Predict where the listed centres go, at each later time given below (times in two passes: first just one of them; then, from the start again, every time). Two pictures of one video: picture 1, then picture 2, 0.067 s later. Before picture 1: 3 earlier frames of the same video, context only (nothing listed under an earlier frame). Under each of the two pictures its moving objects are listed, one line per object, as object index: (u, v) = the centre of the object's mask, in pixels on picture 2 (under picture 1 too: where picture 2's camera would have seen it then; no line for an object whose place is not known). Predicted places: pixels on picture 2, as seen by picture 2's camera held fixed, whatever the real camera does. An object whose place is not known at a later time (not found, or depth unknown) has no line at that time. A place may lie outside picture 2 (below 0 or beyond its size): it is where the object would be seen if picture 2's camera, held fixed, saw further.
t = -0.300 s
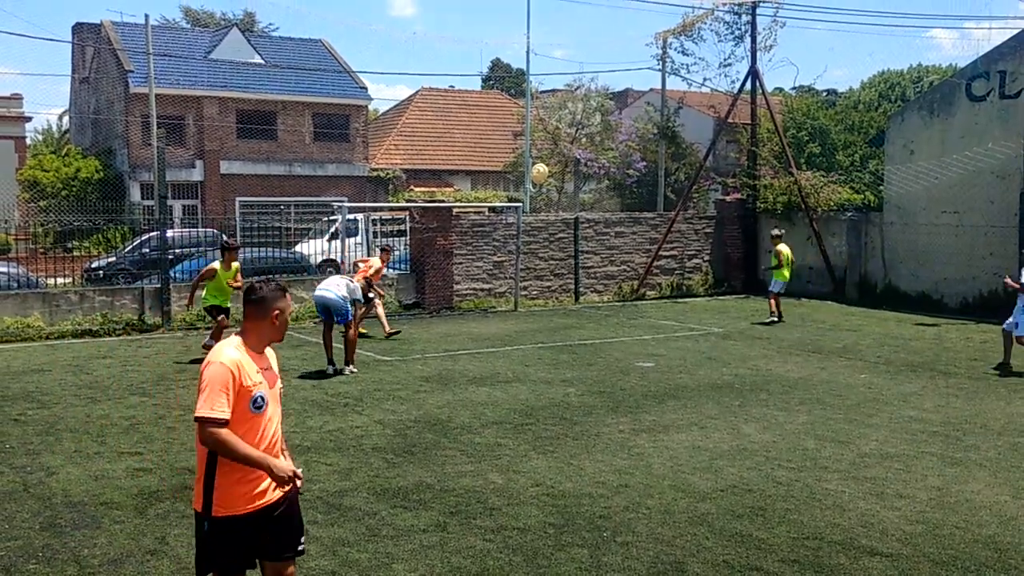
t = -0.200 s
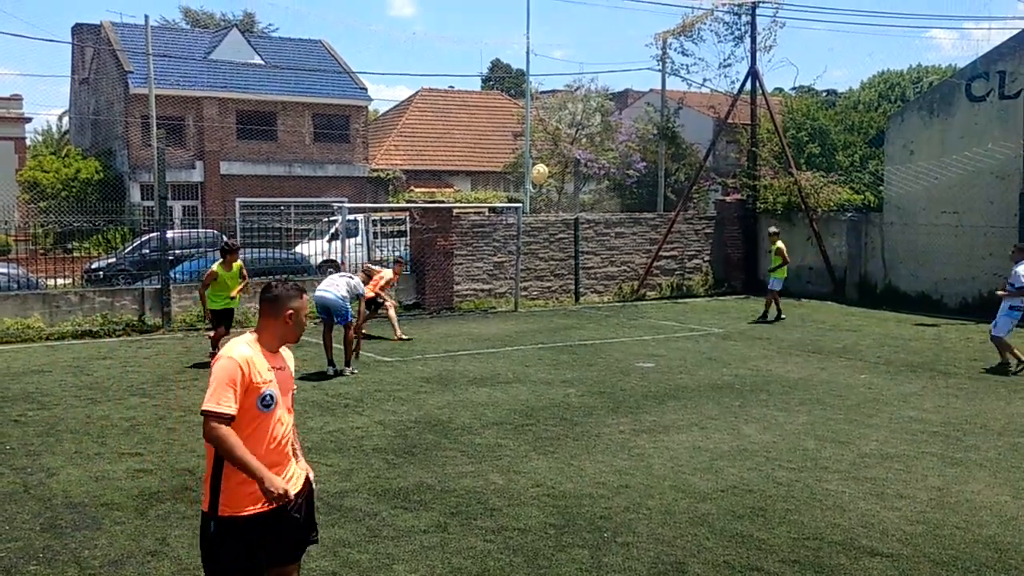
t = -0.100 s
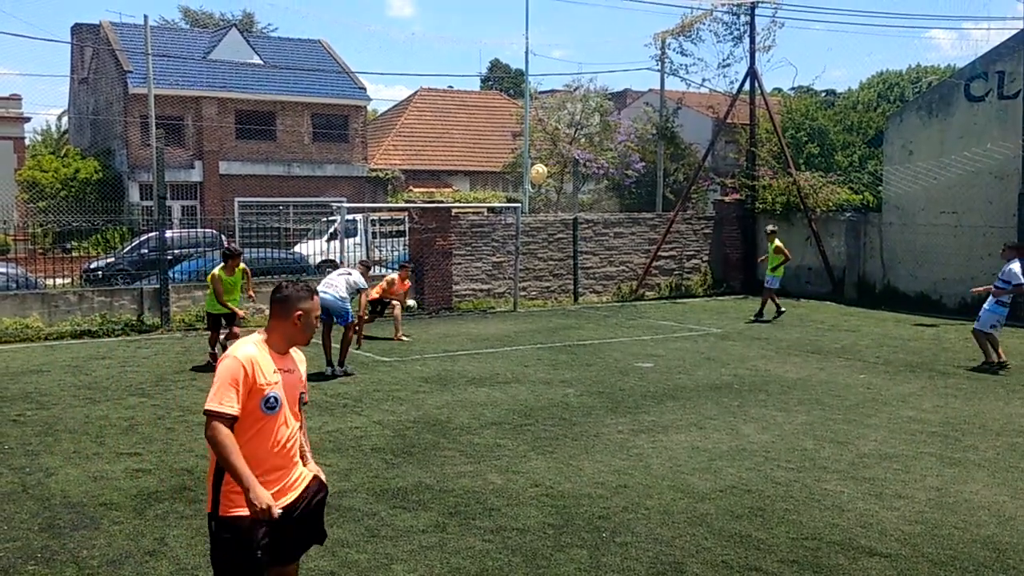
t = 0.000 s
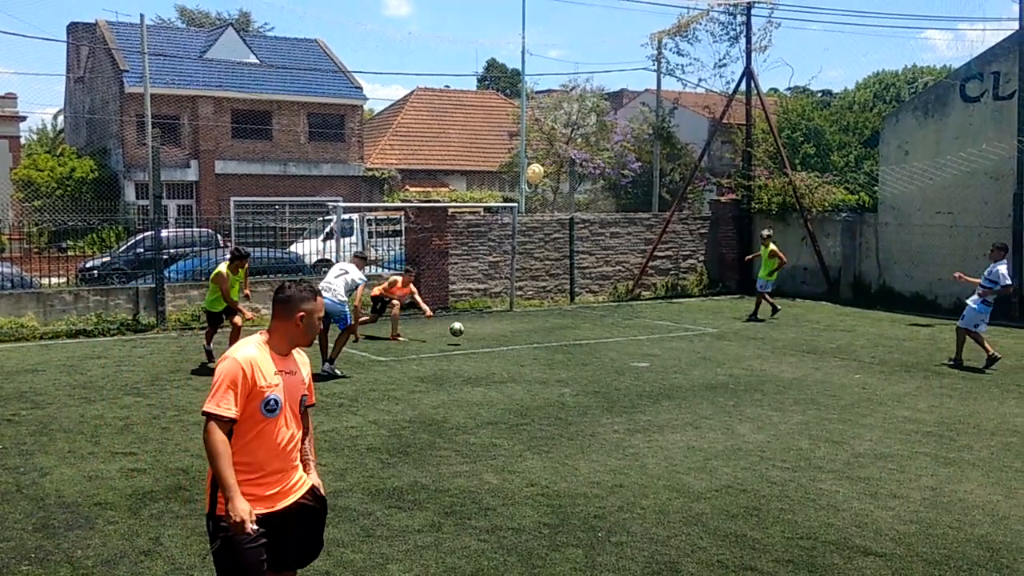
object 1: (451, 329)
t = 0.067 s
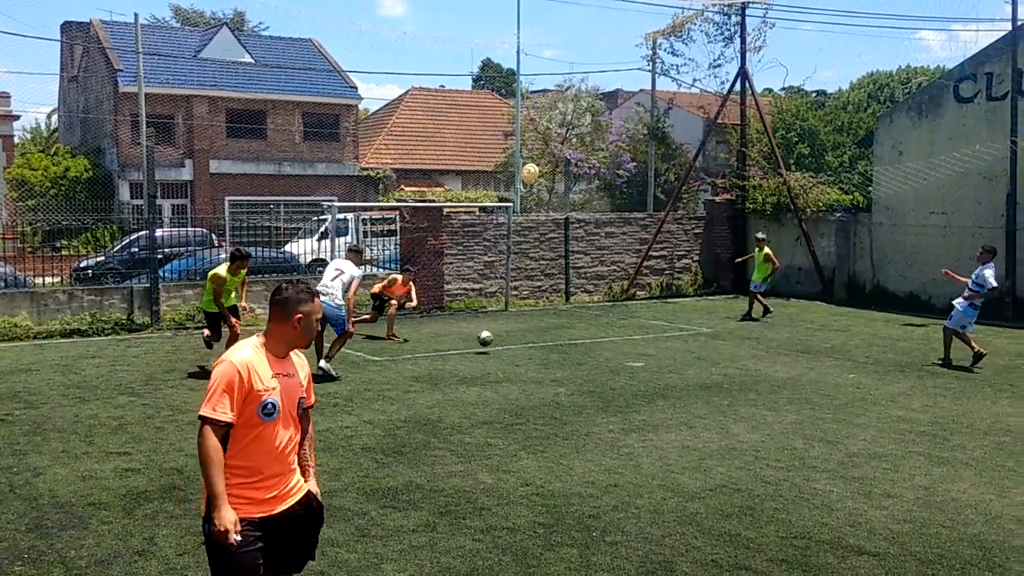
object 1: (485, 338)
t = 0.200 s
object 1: (568, 368)
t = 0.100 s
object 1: (504, 345)
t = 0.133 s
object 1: (525, 355)
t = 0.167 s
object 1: (546, 363)
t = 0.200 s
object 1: (568, 368)
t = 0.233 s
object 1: (592, 374)
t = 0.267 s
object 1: (617, 381)
